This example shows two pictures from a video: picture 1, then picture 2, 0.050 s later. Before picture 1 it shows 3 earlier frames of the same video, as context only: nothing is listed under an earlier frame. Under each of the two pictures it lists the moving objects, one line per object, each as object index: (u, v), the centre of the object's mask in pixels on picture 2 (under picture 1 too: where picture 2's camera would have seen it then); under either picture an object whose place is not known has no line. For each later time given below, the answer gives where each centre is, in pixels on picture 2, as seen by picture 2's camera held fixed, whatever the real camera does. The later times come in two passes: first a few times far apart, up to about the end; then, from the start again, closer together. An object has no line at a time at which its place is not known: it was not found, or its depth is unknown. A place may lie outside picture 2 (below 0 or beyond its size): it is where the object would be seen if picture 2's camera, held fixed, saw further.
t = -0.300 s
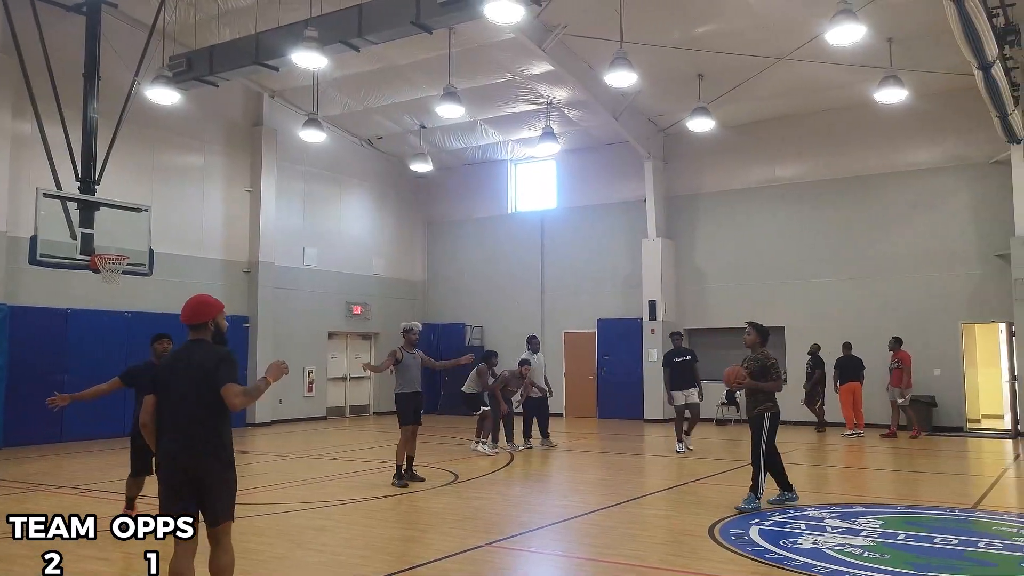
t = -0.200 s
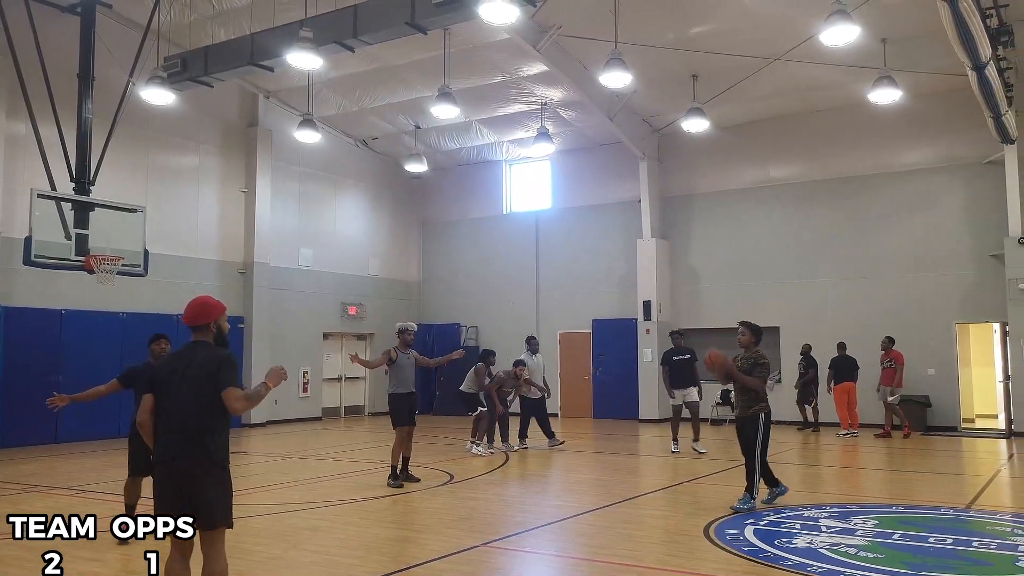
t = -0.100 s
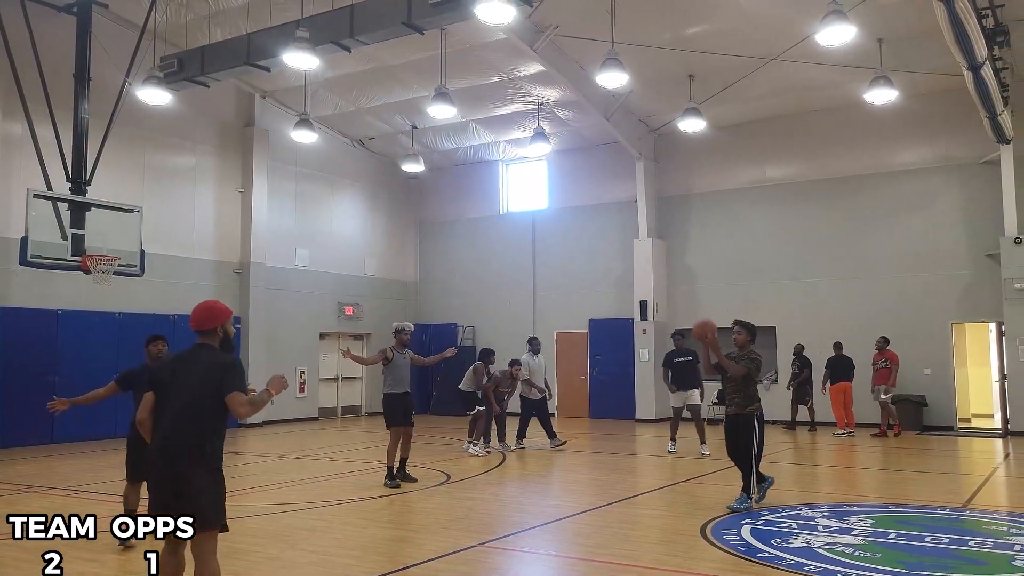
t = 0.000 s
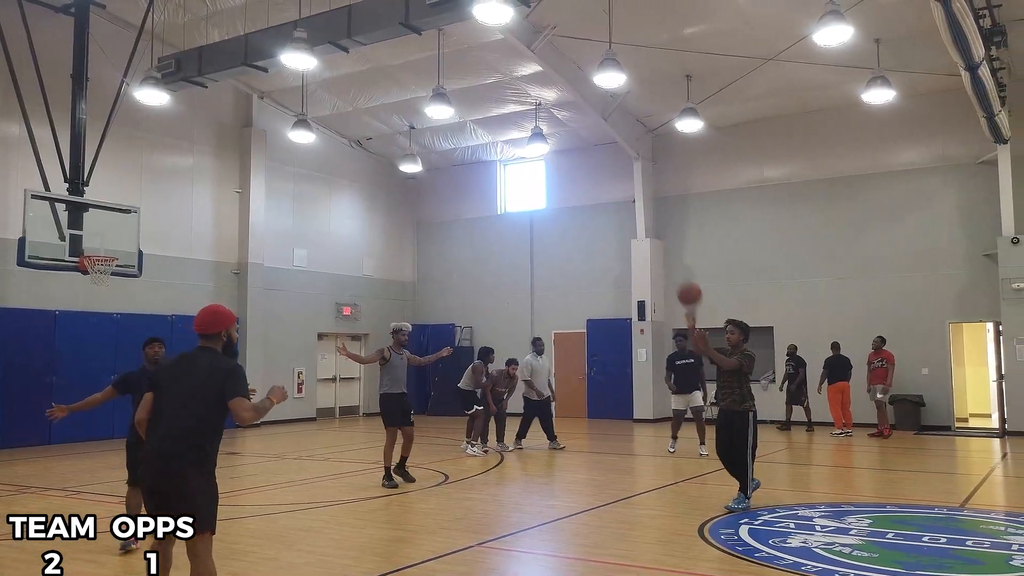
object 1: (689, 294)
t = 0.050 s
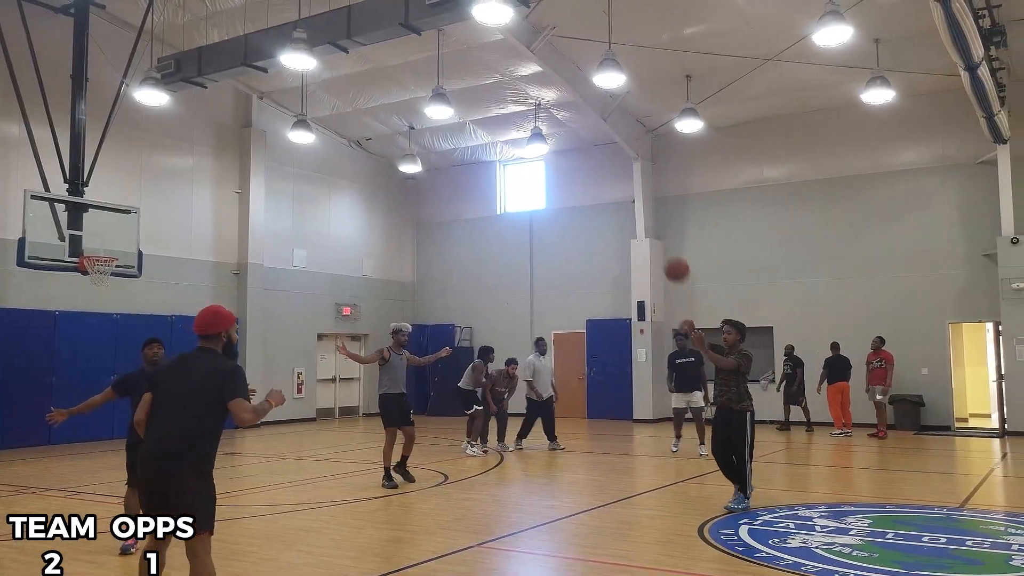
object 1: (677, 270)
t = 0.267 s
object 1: (617, 183)
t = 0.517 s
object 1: (537, 131)
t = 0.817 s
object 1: (415, 165)
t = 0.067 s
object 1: (672, 262)
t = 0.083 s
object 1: (668, 254)
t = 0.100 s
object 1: (663, 247)
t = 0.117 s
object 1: (659, 240)
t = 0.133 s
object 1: (654, 233)
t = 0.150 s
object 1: (650, 226)
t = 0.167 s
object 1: (645, 218)
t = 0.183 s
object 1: (641, 212)
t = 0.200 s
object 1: (636, 205)
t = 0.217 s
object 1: (631, 199)
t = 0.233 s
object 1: (627, 194)
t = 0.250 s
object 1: (622, 189)
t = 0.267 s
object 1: (617, 183)
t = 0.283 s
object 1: (612, 178)
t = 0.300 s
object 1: (607, 173)
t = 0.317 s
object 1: (602, 169)
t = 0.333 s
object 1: (597, 165)
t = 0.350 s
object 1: (591, 159)
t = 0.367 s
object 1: (587, 155)
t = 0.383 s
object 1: (581, 151)
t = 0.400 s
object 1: (575, 148)
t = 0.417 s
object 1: (570, 145)
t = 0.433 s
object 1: (565, 142)
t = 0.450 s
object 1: (560, 139)
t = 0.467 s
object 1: (555, 136)
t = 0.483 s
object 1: (550, 134)
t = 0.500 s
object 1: (544, 132)
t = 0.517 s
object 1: (537, 131)
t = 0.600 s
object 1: (506, 129)
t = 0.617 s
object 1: (500, 129)
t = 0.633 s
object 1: (494, 129)
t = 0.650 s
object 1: (487, 131)
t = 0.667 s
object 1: (481, 132)
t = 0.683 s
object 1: (473, 134)
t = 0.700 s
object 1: (467, 137)
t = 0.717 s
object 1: (460, 139)
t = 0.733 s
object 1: (453, 141)
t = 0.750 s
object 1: (445, 147)
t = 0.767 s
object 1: (438, 151)
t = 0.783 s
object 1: (432, 155)
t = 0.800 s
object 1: (423, 160)
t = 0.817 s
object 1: (415, 165)
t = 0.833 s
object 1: (407, 171)
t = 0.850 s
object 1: (398, 180)
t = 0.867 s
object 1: (391, 185)
